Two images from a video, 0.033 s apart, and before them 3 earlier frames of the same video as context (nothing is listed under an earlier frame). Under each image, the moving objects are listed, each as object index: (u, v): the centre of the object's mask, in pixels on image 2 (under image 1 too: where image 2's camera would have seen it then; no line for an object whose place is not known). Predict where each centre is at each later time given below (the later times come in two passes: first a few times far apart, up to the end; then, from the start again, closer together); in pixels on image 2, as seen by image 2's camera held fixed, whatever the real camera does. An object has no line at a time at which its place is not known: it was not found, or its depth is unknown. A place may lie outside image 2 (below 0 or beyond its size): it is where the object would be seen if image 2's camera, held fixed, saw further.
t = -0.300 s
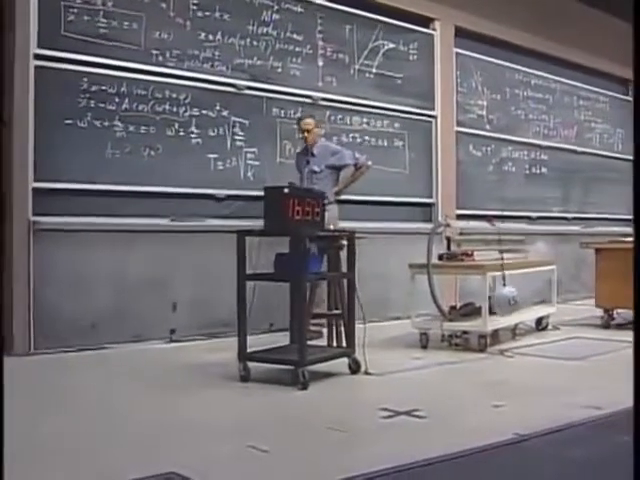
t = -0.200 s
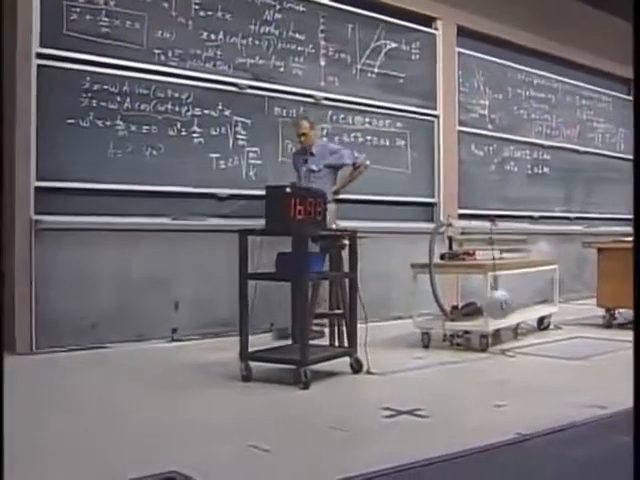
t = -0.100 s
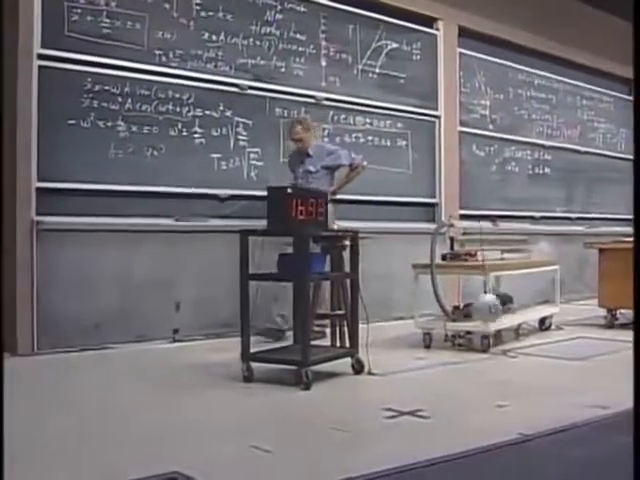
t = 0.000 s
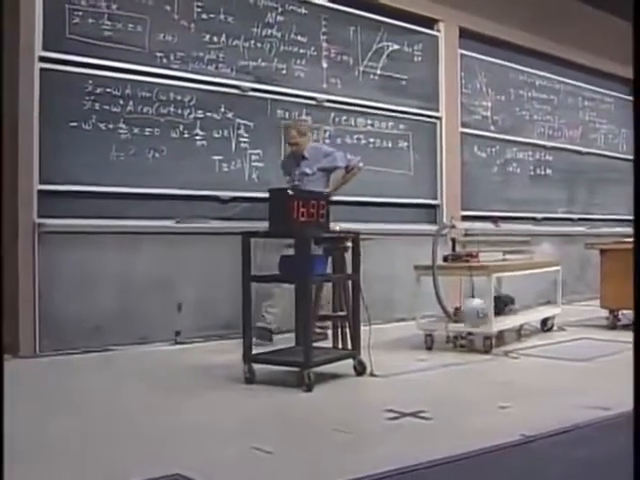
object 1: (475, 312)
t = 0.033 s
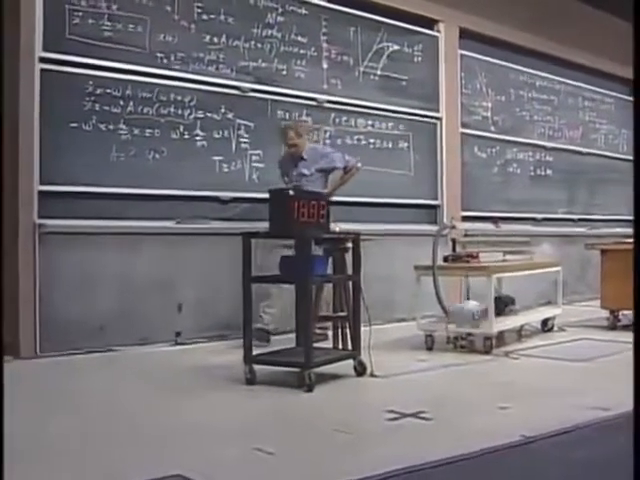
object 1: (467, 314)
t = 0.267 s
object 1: (429, 322)
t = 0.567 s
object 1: (367, 327)
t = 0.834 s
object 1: (311, 325)
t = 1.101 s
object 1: (265, 320)
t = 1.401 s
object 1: (238, 317)
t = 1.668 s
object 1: (243, 318)
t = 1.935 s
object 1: (274, 321)
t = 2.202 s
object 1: (323, 326)
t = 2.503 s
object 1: (385, 325)
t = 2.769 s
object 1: (437, 319)
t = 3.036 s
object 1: (479, 309)
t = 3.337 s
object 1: (515, 299)
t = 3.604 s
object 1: (529, 294)
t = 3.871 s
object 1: (533, 293)
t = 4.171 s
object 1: (520, 298)
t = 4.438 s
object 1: (494, 308)
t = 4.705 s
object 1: (452, 319)
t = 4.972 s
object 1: (401, 326)
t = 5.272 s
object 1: (337, 327)
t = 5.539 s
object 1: (285, 323)
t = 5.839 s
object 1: (242, 319)
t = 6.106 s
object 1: (233, 319)
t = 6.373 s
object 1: (255, 320)
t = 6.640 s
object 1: (296, 324)
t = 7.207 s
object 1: (408, 323)
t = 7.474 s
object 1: (458, 314)
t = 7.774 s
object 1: (500, 304)
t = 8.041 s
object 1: (521, 296)
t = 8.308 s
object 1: (531, 293)
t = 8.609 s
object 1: (529, 295)
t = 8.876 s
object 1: (510, 303)
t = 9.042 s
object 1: (490, 309)
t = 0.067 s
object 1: (463, 313)
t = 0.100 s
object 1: (458, 317)
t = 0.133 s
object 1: (451, 319)
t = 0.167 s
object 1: (446, 320)
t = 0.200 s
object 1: (440, 321)
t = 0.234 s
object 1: (433, 321)
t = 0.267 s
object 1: (429, 322)
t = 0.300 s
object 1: (420, 323)
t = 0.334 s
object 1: (413, 323)
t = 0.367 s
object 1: (407, 325)
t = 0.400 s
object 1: (401, 325)
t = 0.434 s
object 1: (394, 326)
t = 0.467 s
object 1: (387, 326)
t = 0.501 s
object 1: (380, 327)
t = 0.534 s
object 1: (374, 327)
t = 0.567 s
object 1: (367, 327)
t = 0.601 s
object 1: (360, 327)
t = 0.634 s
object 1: (352, 327)
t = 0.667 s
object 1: (345, 327)
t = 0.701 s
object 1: (337, 327)
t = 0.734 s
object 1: (331, 327)
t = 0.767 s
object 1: (323, 326)
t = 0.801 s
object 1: (317, 326)
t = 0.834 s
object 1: (311, 325)
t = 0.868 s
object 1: (303, 325)
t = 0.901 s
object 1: (297, 324)
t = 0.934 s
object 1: (292, 324)
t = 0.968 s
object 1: (286, 323)
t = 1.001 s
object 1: (280, 322)
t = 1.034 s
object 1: (273, 322)
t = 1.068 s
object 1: (269, 321)
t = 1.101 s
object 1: (265, 320)
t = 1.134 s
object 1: (260, 320)
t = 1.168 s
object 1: (255, 319)
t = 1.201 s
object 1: (253, 319)
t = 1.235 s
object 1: (250, 319)
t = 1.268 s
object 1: (245, 318)
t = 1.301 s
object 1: (244, 318)
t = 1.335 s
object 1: (242, 317)
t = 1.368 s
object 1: (239, 318)
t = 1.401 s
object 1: (238, 317)
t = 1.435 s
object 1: (237, 317)
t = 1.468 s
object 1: (236, 318)
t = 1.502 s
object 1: (236, 318)
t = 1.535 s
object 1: (237, 318)
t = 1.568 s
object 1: (236, 318)
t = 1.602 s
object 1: (237, 319)
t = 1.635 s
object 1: (239, 318)
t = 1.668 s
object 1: (243, 318)
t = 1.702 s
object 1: (245, 318)
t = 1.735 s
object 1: (248, 319)
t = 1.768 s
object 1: (251, 319)
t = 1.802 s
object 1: (255, 319)
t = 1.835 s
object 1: (259, 320)
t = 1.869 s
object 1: (263, 320)
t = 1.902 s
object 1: (268, 321)
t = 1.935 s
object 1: (274, 321)
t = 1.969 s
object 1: (278, 322)
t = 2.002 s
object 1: (284, 323)
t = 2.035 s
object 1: (291, 324)
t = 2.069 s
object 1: (297, 324)
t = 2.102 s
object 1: (304, 325)
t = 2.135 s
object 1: (311, 325)
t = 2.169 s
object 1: (315, 325)
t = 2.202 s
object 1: (323, 326)
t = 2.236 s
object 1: (329, 326)
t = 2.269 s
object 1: (336, 326)
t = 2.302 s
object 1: (343, 326)
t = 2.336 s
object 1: (350, 327)
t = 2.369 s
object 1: (358, 326)
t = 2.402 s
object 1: (365, 326)
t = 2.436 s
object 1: (371, 326)
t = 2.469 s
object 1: (378, 325)
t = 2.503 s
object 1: (385, 325)
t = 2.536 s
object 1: (391, 324)
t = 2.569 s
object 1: (396, 324)
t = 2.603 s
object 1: (405, 323)
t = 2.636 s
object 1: (409, 323)
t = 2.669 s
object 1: (416, 322)
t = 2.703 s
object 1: (423, 321)
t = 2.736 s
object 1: (430, 321)
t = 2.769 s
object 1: (437, 319)
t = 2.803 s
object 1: (442, 317)
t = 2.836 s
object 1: (448, 317)
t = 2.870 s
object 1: (453, 316)
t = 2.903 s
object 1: (461, 314)
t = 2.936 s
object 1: (465, 313)
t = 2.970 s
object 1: (471, 312)
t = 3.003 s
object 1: (474, 310)
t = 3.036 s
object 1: (479, 309)
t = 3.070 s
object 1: (484, 308)
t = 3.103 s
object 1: (488, 306)
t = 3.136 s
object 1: (492, 304)
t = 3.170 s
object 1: (498, 303)
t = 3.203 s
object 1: (502, 303)
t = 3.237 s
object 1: (504, 302)
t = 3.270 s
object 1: (507, 301)
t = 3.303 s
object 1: (512, 300)
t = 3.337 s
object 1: (515, 299)
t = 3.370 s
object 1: (517, 298)
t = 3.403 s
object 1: (520, 298)
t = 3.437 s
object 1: (522, 296)
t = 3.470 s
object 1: (524, 296)
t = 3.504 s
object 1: (526, 295)
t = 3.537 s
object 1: (528, 294)
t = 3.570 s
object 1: (528, 294)
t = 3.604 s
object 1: (529, 294)
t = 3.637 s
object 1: (530, 294)
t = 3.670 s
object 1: (531, 293)
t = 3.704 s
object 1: (532, 293)
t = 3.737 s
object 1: (533, 293)
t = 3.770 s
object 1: (533, 293)
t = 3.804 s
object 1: (533, 293)
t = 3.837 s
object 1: (533, 293)
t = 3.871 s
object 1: (533, 293)
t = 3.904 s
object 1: (533, 294)
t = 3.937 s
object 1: (532, 294)
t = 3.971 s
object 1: (531, 294)
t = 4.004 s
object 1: (530, 294)
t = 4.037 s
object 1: (529, 295)
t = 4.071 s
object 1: (528, 295)
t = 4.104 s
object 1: (525, 297)
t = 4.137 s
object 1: (524, 297)
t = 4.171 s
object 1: (520, 298)
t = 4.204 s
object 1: (518, 300)
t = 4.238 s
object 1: (515, 301)
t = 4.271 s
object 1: (513, 302)
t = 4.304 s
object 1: (511, 303)
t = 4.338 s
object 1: (506, 304)
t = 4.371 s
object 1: (501, 306)
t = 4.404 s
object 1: (498, 307)
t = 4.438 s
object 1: (494, 308)
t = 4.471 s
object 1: (489, 309)
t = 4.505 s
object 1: (484, 311)
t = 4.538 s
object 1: (478, 312)
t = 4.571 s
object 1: (473, 313)
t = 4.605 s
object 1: (470, 314)
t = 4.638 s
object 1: (465, 315)
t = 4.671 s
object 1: (457, 318)
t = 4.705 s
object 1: (452, 319)
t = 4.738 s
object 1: (447, 319)
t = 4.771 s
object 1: (439, 320)
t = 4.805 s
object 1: (435, 322)
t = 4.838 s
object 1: (428, 323)
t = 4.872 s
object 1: (420, 324)
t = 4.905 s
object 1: (416, 325)
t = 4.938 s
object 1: (407, 325)
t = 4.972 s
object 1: (401, 326)
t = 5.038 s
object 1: (387, 327)
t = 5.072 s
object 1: (380, 327)
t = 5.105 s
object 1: (373, 327)
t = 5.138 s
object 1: (366, 327)
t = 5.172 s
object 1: (358, 327)
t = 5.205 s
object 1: (351, 327)
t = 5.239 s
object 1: (344, 328)
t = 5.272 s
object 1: (337, 327)
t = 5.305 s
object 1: (330, 327)
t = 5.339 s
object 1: (323, 327)
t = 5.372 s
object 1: (316, 327)
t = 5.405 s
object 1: (310, 326)
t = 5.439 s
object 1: (303, 325)
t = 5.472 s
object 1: (296, 325)
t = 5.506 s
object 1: (290, 324)
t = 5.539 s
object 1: (285, 323)
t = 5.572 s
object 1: (279, 323)
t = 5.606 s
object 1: (273, 322)
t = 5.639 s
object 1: (267, 322)
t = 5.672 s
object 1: (261, 321)
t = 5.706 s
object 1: (256, 320)
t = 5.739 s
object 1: (254, 320)
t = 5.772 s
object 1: (250, 319)
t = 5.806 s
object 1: (247, 319)
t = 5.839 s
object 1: (242, 319)
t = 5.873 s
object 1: (242, 319)
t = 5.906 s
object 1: (239, 317)
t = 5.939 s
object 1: (237, 318)
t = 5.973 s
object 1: (235, 318)
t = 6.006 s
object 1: (235, 318)
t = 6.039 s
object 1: (234, 319)
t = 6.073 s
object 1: (234, 318)
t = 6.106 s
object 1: (233, 319)
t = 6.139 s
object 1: (233, 319)
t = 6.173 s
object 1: (231, 320)
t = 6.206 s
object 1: (231, 321)
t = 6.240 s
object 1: (239, 319)
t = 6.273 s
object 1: (241, 320)
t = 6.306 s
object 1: (244, 320)
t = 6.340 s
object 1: (249, 319)
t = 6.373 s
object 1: (255, 320)
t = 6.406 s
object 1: (256, 320)
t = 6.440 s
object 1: (260, 320)
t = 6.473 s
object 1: (266, 321)
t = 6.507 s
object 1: (270, 322)
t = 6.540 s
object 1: (276, 322)
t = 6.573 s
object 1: (282, 323)
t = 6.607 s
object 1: (290, 324)
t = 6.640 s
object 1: (296, 324)
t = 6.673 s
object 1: (301, 325)
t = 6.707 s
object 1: (308, 325)
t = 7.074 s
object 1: (384, 325)
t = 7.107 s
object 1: (389, 325)
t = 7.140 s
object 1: (396, 325)
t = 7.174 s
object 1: (403, 324)
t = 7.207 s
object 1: (408, 323)
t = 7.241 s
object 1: (415, 322)
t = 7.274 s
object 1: (422, 321)
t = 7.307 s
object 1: (427, 320)
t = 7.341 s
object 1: (435, 319)
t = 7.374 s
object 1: (441, 318)
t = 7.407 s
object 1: (447, 317)
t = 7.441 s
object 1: (453, 315)
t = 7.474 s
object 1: (458, 314)
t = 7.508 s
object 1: (466, 313)
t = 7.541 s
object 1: (469, 312)
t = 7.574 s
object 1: (473, 310)
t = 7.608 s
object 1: (477, 309)
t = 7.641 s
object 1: (482, 308)
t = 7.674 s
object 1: (487, 307)
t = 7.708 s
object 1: (491, 306)
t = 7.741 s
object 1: (496, 305)
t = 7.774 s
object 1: (500, 304)
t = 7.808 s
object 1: (503, 303)
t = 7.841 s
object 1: (506, 301)
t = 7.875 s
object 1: (509, 300)
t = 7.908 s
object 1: (513, 299)
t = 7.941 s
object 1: (516, 298)
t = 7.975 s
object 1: (518, 297)
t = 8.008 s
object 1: (520, 296)
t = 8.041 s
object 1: (521, 296)
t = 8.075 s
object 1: (524, 295)
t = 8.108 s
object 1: (527, 294)
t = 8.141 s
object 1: (528, 294)
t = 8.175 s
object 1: (528, 293)
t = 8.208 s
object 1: (530, 293)
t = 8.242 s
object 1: (531, 293)
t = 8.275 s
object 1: (531, 293)
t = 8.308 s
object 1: (531, 293)
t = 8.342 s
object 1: (531, 293)
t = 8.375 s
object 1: (532, 293)
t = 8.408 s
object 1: (532, 293)
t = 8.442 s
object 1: (531, 293)
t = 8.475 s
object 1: (531, 293)
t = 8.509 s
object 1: (531, 293)
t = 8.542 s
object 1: (531, 293)
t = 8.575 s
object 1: (529, 295)
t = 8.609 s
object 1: (529, 295)
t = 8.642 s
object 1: (528, 295)
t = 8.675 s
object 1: (525, 296)
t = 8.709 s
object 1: (523, 296)
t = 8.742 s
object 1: (522, 297)
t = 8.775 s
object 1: (519, 299)
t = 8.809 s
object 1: (516, 301)
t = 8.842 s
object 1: (513, 301)
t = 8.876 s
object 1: (510, 303)
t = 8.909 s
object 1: (505, 304)
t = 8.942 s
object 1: (503, 305)
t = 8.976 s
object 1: (500, 307)
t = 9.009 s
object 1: (495, 308)
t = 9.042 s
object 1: (490, 309)
